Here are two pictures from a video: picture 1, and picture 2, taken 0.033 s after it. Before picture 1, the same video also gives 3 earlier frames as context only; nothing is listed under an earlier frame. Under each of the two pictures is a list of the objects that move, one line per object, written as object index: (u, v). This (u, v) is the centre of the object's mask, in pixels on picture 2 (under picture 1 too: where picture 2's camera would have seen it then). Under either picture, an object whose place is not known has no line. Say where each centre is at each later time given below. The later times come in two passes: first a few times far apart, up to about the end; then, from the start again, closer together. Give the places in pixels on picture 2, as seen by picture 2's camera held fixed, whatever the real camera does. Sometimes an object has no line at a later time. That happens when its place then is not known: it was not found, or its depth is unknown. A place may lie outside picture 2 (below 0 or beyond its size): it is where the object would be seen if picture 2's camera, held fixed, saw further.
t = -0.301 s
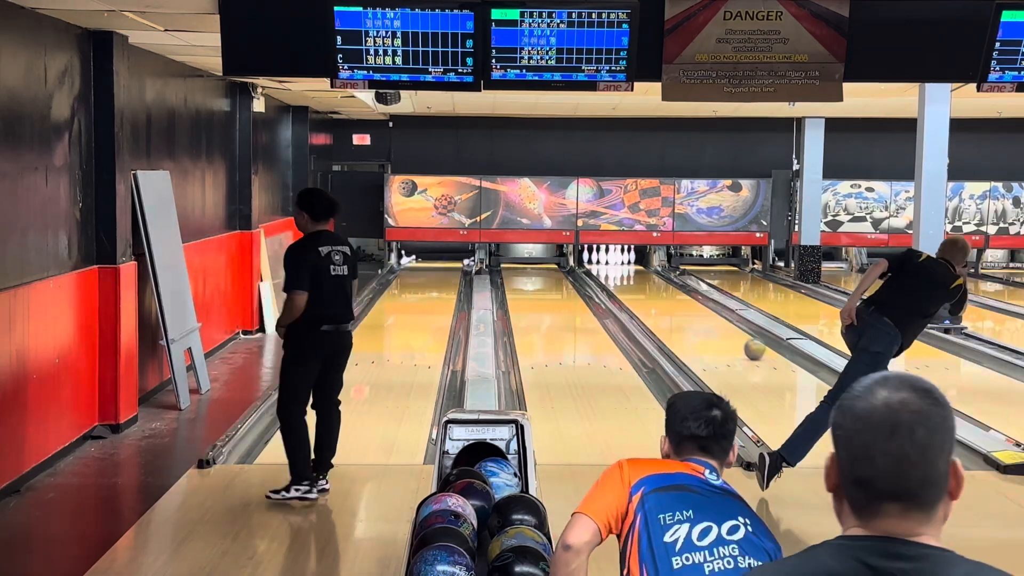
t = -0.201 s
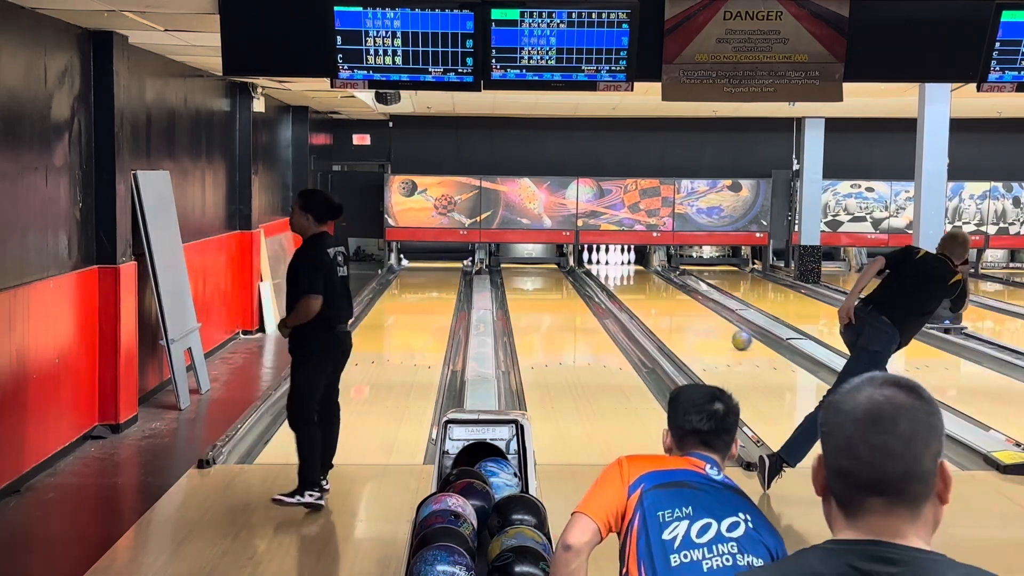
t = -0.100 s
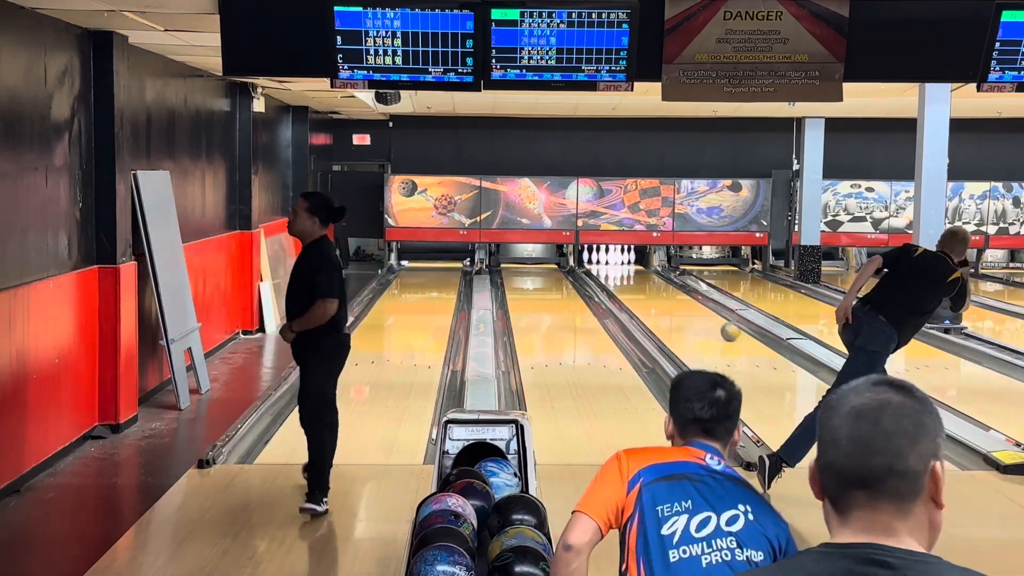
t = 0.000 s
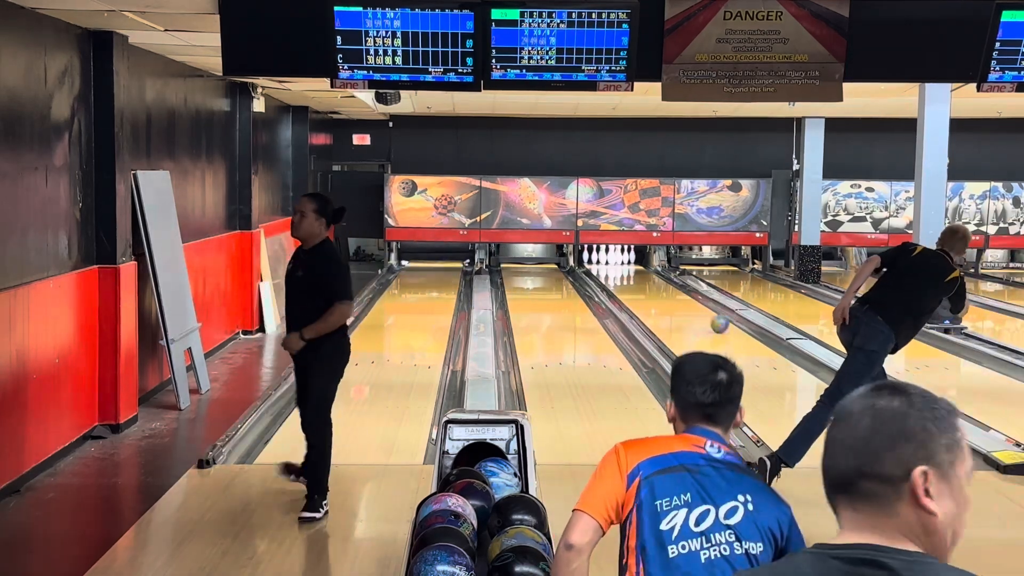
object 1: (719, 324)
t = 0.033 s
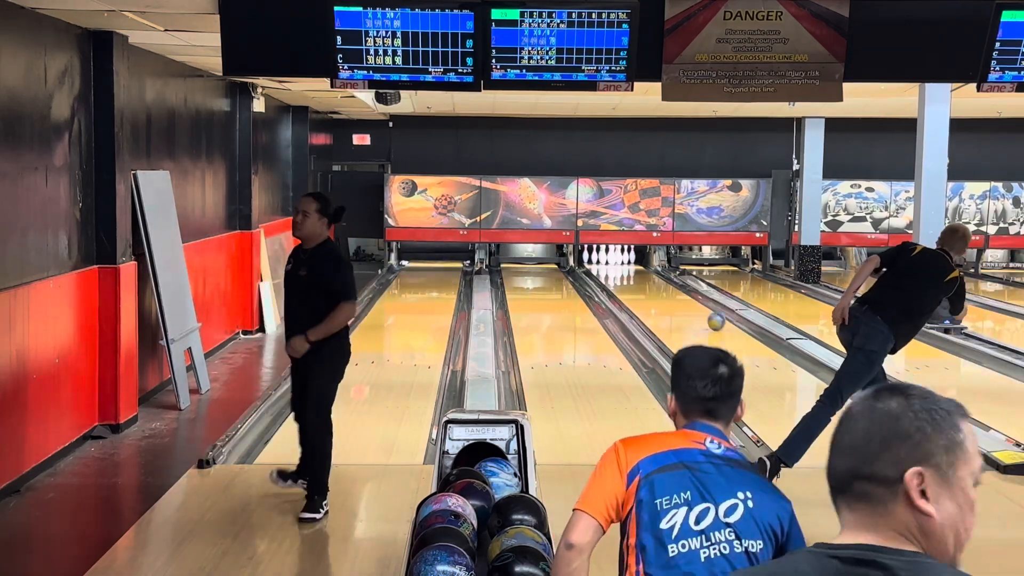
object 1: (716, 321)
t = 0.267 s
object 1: (696, 306)
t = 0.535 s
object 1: (676, 292)
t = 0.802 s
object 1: (659, 282)
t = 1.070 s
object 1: (646, 274)
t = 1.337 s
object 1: (630, 266)
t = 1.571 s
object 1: (617, 262)
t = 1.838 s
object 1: (617, 257)
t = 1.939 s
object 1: (618, 257)
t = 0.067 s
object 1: (713, 319)
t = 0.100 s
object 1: (709, 317)
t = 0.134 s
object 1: (707, 315)
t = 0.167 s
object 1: (704, 313)
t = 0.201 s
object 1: (701, 310)
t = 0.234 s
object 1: (698, 308)
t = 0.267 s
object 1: (696, 306)
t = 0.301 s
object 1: (693, 304)
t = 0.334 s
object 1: (690, 302)
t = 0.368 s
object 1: (688, 299)
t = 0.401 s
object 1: (685, 297)
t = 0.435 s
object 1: (684, 295)
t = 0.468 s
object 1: (681, 294)
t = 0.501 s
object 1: (678, 293)
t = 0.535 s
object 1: (676, 292)
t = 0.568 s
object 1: (674, 291)
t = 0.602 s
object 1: (671, 290)
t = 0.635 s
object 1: (669, 288)
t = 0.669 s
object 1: (668, 287)
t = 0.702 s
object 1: (665, 286)
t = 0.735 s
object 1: (663, 285)
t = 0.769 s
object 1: (662, 283)
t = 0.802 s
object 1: (659, 282)
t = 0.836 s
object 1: (658, 280)
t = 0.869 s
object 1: (656, 279)
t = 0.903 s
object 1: (654, 278)
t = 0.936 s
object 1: (652, 278)
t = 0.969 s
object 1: (650, 276)
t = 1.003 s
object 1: (649, 275)
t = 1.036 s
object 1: (646, 274)
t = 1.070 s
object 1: (646, 274)
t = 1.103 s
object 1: (642, 273)
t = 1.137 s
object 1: (642, 271)
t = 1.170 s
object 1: (640, 270)
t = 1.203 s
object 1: (638, 269)
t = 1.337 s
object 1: (630, 266)
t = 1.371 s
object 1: (629, 265)
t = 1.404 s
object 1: (627, 264)
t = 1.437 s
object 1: (625, 263)
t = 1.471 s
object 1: (623, 263)
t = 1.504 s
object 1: (621, 262)
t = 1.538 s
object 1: (619, 262)
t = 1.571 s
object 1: (617, 262)
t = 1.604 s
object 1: (618, 262)
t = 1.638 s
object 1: (618, 260)
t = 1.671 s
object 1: (618, 259)
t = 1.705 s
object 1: (617, 258)
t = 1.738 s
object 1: (617, 258)
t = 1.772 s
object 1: (617, 258)
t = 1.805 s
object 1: (618, 257)
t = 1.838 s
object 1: (617, 257)
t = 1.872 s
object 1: (618, 257)
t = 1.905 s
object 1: (618, 257)
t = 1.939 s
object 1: (618, 257)
